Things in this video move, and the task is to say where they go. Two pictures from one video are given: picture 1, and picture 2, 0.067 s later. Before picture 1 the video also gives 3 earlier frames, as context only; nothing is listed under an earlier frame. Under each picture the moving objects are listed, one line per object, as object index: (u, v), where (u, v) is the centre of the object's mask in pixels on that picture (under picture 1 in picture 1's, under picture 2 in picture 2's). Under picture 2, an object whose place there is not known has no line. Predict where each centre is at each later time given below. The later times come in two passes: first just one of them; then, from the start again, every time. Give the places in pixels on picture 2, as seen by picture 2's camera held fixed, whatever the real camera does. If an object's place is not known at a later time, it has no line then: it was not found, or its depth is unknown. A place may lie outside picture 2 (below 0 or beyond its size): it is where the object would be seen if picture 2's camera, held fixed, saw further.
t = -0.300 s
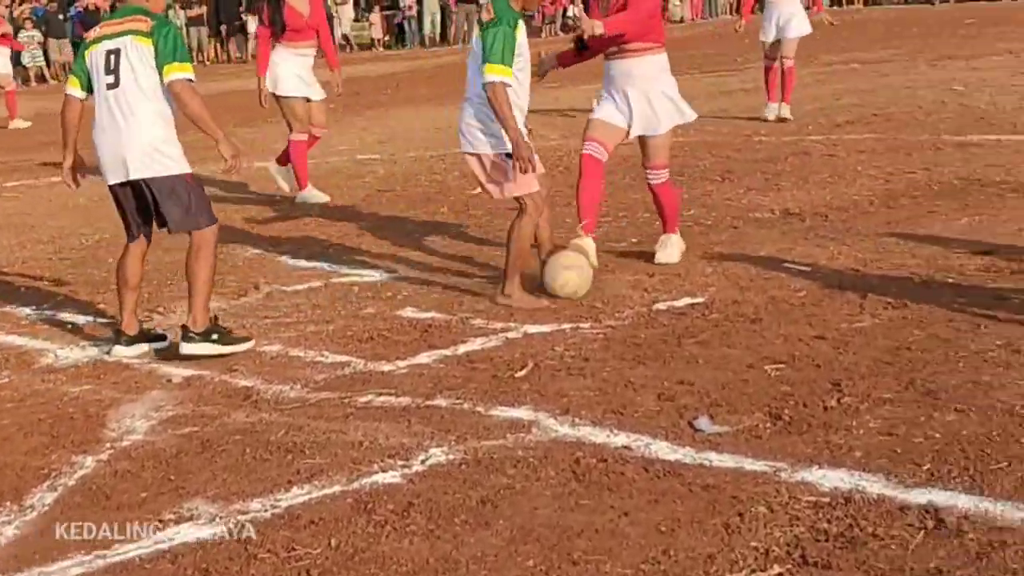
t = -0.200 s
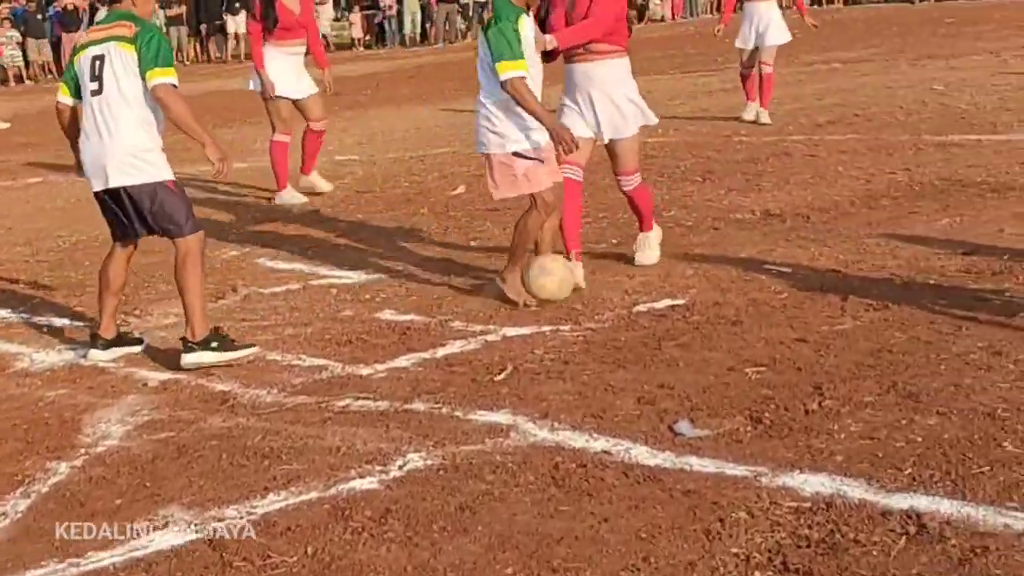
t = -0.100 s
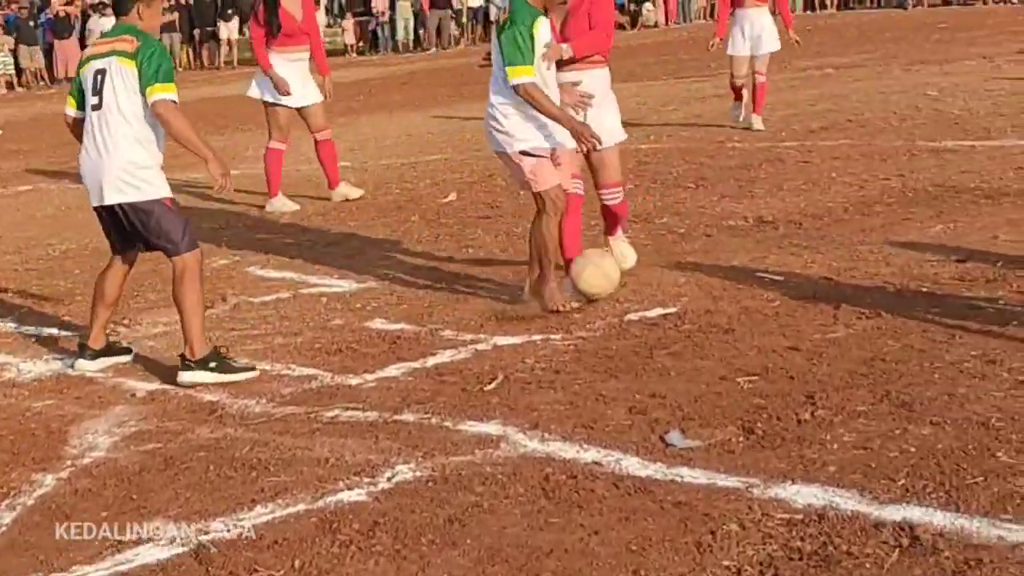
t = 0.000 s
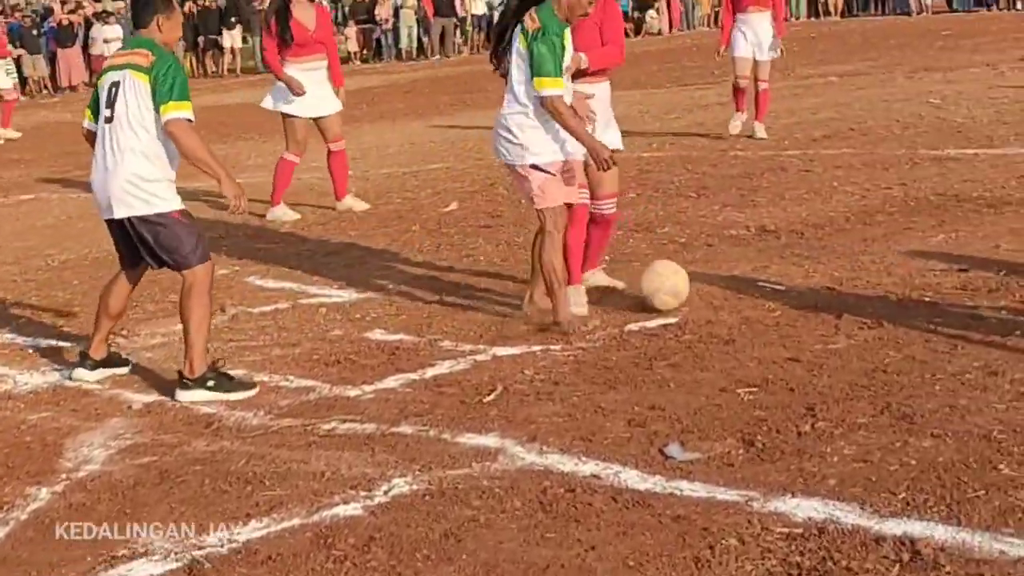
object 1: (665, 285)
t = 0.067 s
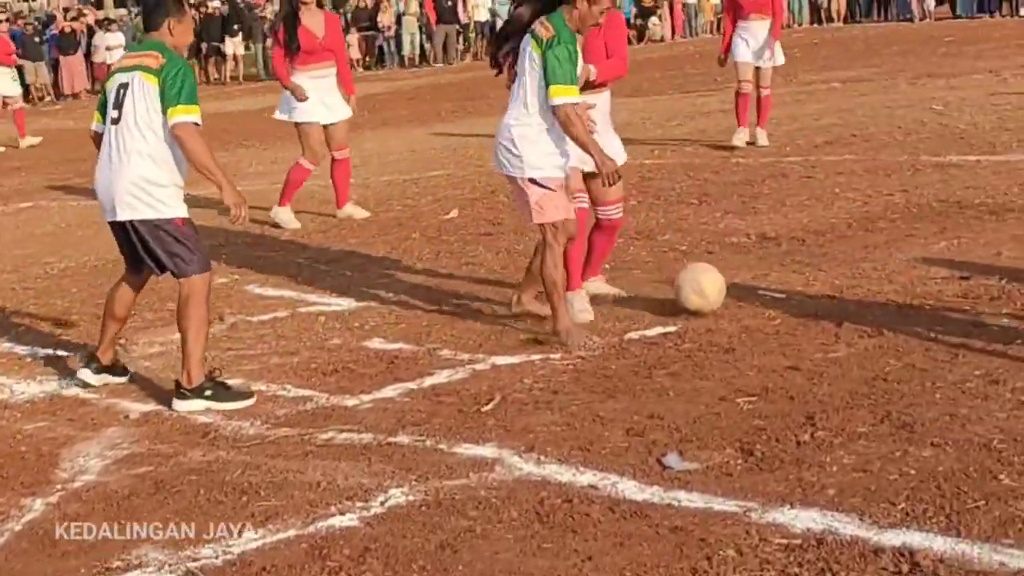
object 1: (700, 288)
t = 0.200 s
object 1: (762, 283)
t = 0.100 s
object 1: (718, 287)
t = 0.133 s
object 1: (735, 288)
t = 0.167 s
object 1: (749, 288)
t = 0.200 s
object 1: (762, 283)
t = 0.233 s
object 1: (773, 283)
